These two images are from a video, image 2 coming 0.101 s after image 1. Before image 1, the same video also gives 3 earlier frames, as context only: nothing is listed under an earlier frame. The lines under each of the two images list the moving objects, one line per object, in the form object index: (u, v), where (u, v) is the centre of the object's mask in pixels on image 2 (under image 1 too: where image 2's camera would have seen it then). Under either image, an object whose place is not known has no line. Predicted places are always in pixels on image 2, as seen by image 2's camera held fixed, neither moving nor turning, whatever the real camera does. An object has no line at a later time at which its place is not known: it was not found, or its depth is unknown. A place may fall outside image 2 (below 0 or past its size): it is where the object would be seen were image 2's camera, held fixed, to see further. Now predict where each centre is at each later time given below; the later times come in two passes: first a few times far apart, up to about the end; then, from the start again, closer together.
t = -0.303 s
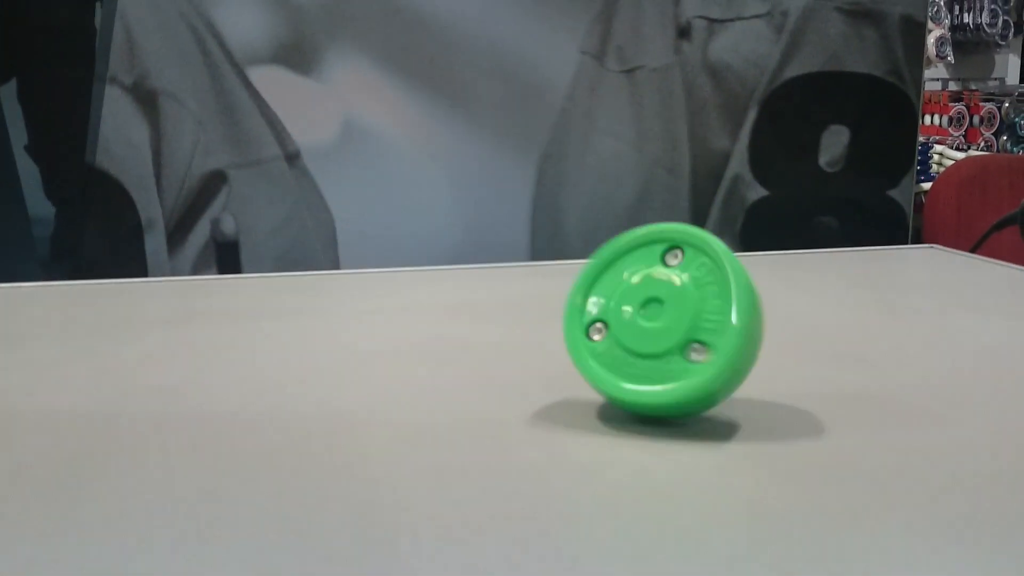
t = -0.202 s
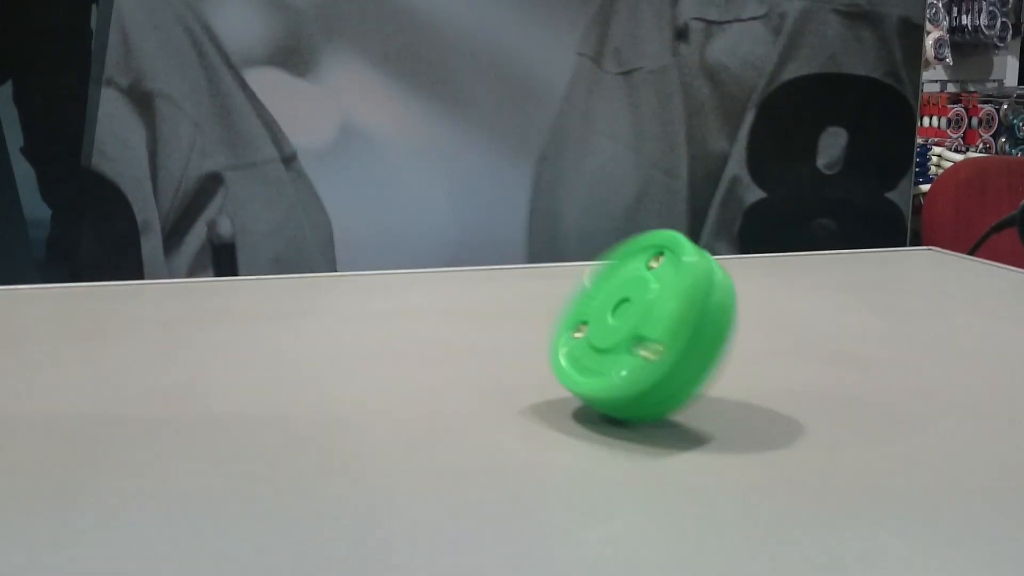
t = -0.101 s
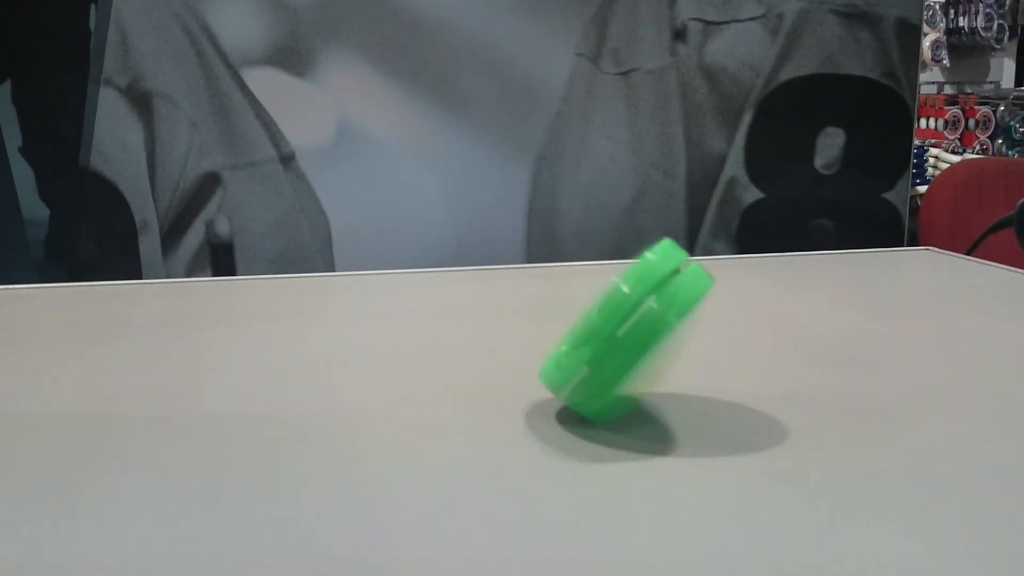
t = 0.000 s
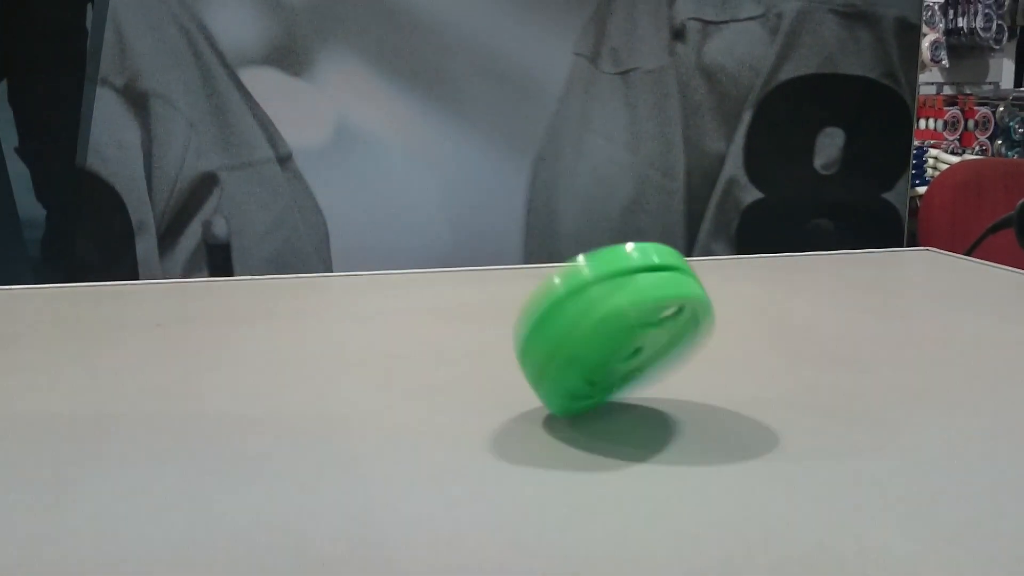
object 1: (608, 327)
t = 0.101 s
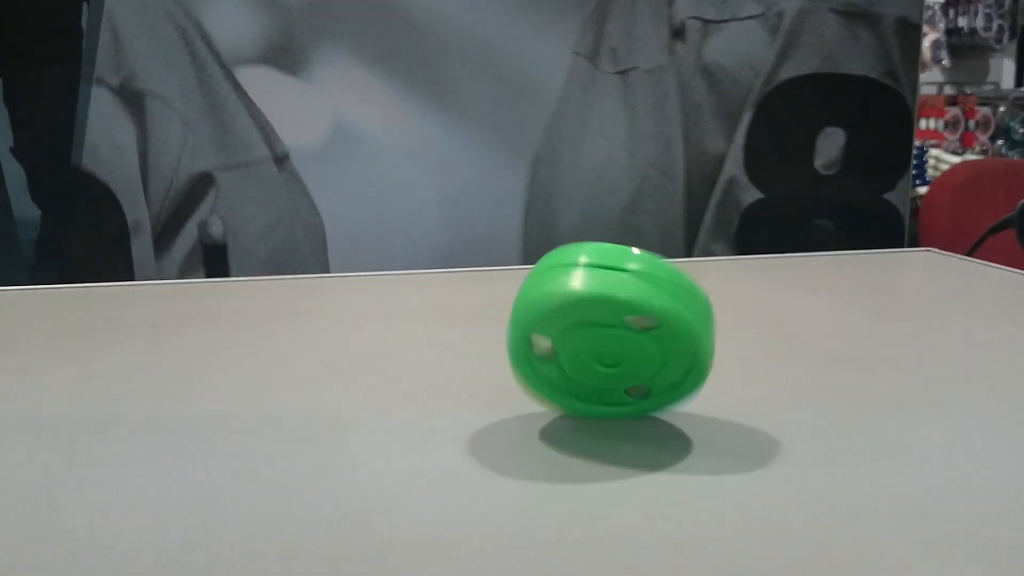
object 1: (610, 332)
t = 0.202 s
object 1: (622, 339)
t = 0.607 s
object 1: (723, 345)
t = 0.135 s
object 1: (615, 344)
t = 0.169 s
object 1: (614, 341)
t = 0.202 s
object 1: (622, 339)
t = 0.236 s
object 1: (618, 339)
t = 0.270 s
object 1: (633, 352)
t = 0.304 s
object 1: (634, 344)
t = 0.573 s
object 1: (719, 347)
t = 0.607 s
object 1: (723, 345)
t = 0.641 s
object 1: (737, 358)
